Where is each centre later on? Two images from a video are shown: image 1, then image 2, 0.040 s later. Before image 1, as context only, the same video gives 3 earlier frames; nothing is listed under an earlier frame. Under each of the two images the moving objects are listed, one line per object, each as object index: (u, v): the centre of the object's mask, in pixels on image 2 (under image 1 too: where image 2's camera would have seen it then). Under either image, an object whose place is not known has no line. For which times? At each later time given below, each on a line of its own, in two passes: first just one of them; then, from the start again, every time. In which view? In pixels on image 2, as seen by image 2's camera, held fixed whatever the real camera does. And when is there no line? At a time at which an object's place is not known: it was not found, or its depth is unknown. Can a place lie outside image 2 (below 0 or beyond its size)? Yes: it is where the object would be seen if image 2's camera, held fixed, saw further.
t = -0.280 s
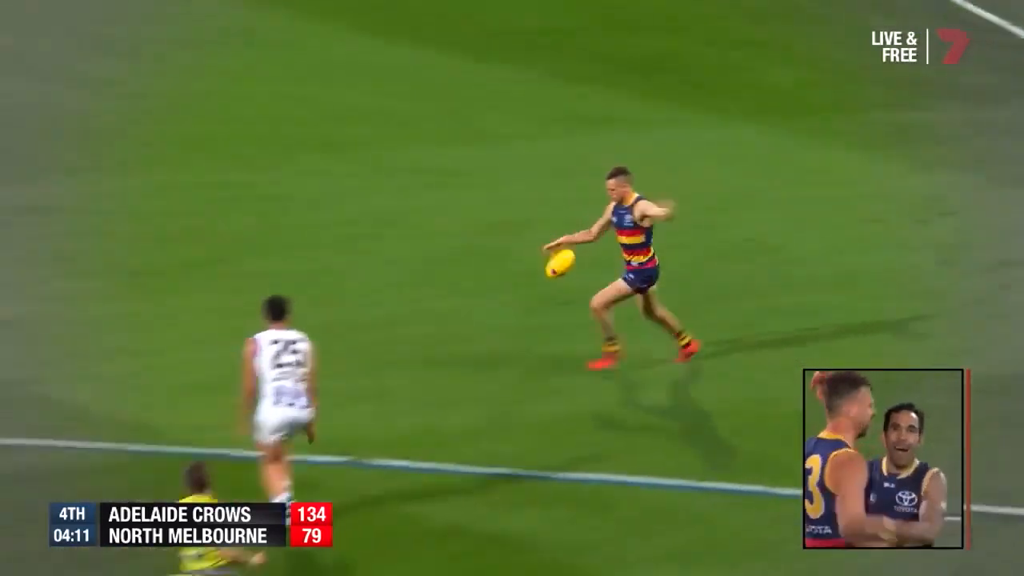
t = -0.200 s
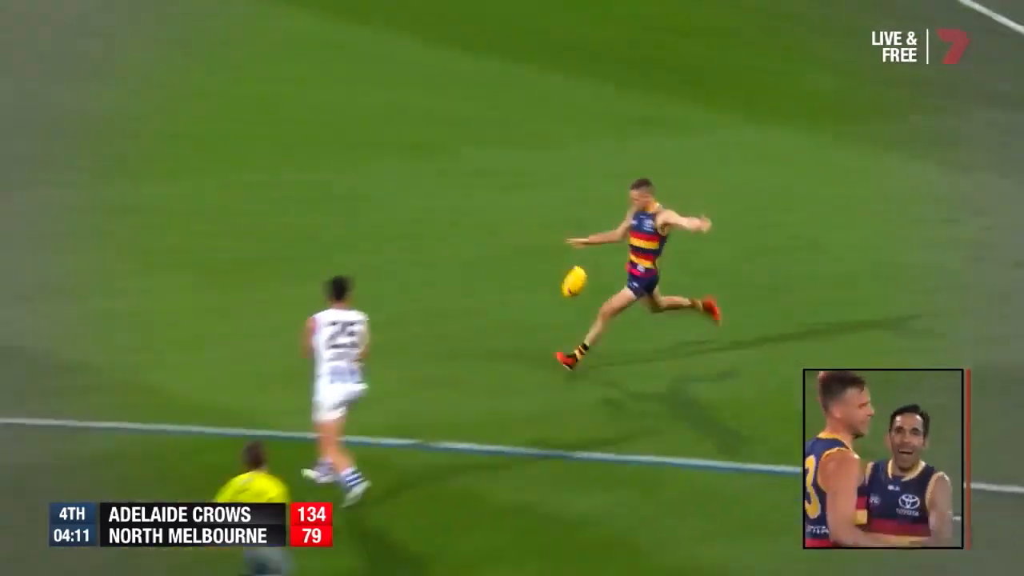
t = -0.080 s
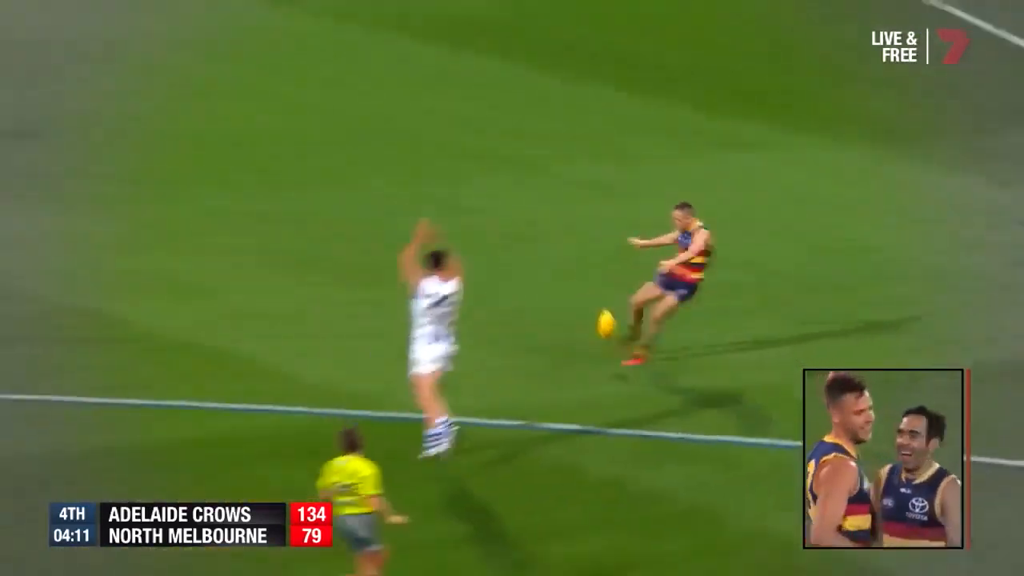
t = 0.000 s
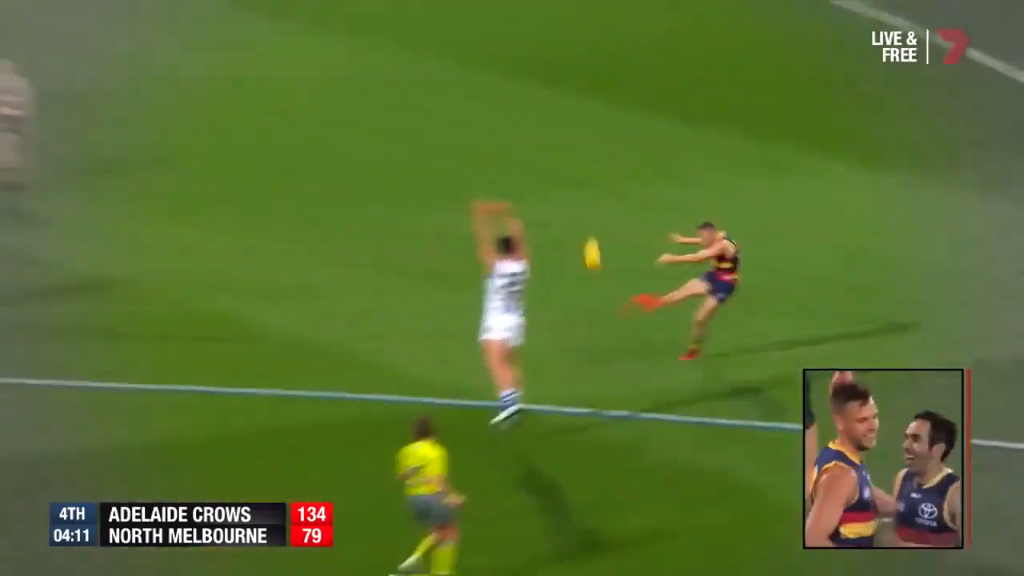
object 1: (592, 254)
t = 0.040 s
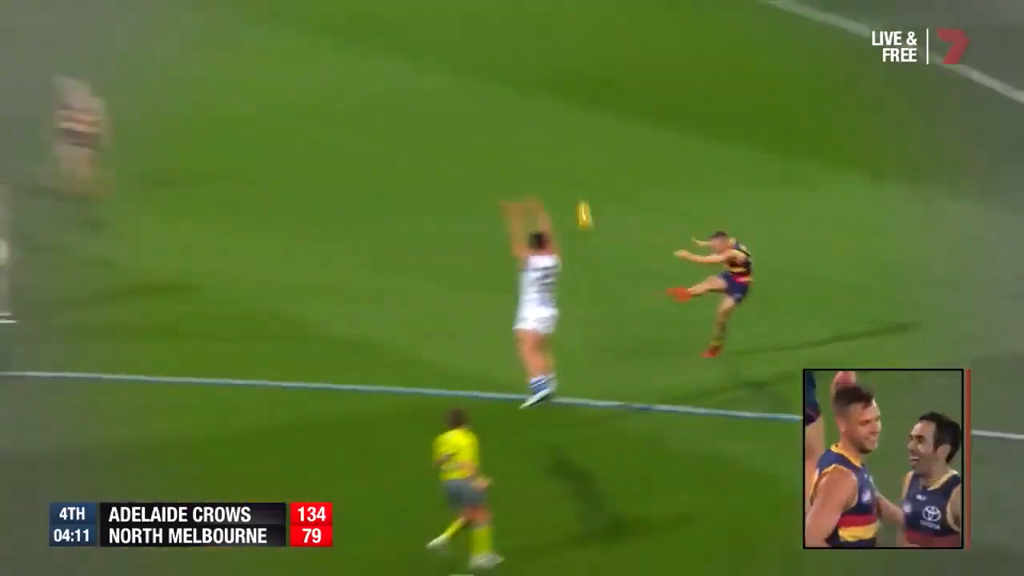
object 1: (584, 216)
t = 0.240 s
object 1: (579, 114)
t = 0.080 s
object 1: (579, 183)
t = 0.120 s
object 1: (576, 153)
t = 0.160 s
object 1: (575, 133)
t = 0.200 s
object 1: (576, 122)
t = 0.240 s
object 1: (579, 114)
